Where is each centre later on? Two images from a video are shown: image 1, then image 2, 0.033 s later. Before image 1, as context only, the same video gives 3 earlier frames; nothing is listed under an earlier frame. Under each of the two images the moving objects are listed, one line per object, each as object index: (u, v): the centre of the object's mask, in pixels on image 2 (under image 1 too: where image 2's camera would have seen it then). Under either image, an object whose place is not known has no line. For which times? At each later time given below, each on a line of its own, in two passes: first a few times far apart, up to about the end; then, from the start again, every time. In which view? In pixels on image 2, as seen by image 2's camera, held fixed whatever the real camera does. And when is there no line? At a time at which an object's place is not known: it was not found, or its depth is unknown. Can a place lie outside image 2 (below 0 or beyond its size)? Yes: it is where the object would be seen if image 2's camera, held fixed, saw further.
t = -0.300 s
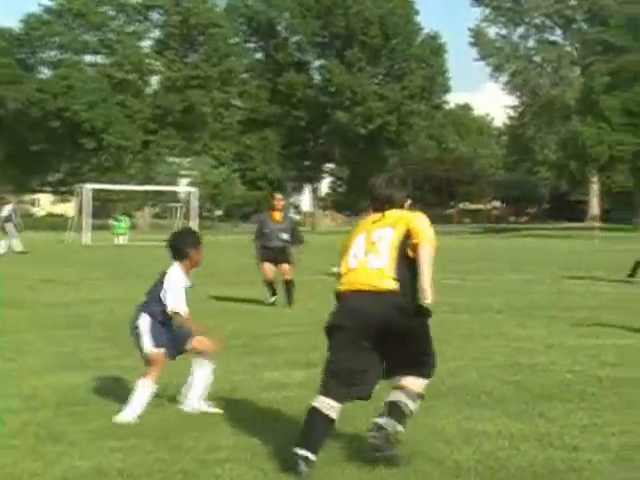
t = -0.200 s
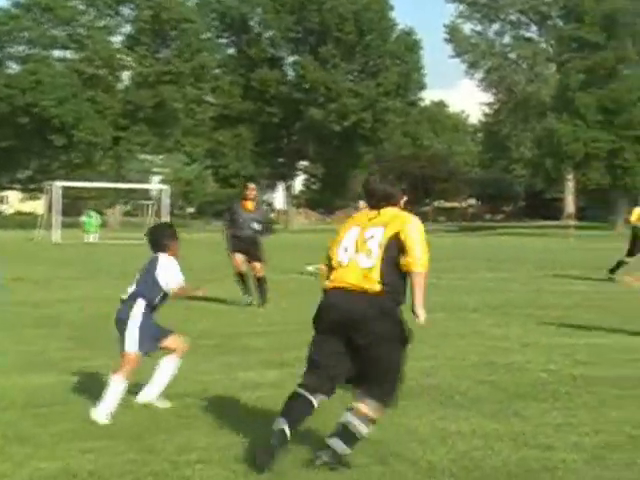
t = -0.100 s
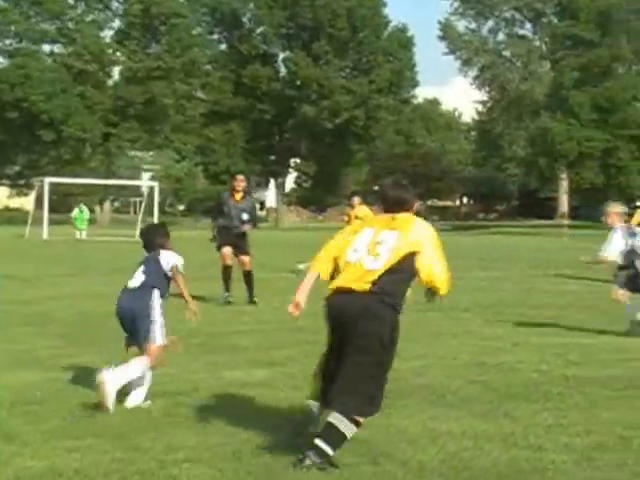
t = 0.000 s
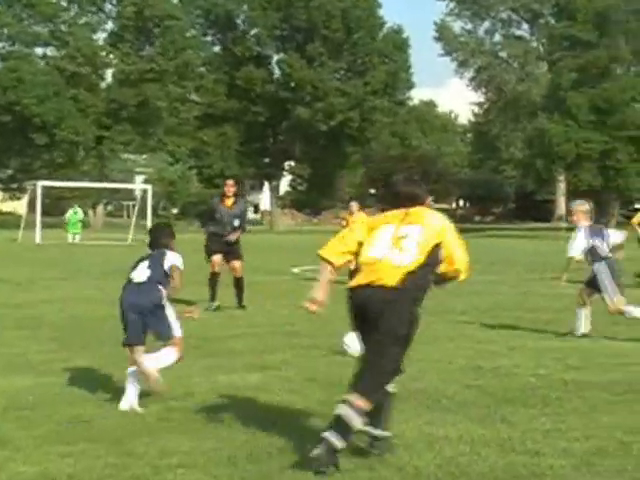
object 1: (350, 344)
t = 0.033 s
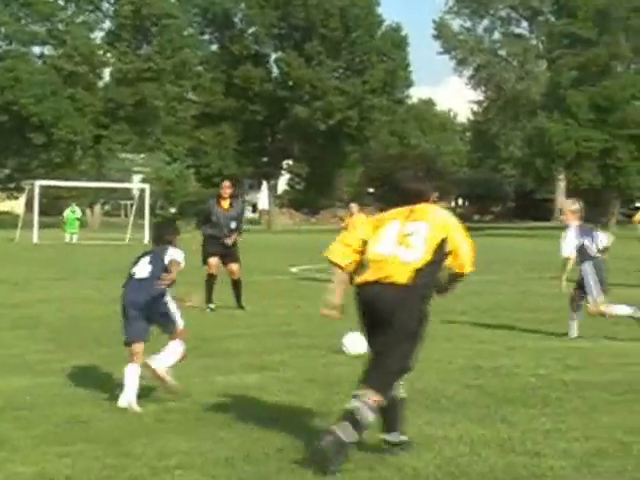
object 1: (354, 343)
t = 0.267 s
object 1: (356, 336)
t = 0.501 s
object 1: (359, 332)
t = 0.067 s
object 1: (355, 342)
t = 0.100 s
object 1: (355, 340)
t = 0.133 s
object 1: (356, 339)
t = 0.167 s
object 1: (356, 339)
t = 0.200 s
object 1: (356, 339)
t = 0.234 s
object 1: (355, 338)
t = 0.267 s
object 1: (356, 336)
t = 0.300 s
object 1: (358, 334)
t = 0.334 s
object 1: (357, 332)
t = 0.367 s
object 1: (357, 331)
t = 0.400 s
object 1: (358, 331)
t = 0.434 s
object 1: (358, 332)
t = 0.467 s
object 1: (358, 333)
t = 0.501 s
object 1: (359, 332)
